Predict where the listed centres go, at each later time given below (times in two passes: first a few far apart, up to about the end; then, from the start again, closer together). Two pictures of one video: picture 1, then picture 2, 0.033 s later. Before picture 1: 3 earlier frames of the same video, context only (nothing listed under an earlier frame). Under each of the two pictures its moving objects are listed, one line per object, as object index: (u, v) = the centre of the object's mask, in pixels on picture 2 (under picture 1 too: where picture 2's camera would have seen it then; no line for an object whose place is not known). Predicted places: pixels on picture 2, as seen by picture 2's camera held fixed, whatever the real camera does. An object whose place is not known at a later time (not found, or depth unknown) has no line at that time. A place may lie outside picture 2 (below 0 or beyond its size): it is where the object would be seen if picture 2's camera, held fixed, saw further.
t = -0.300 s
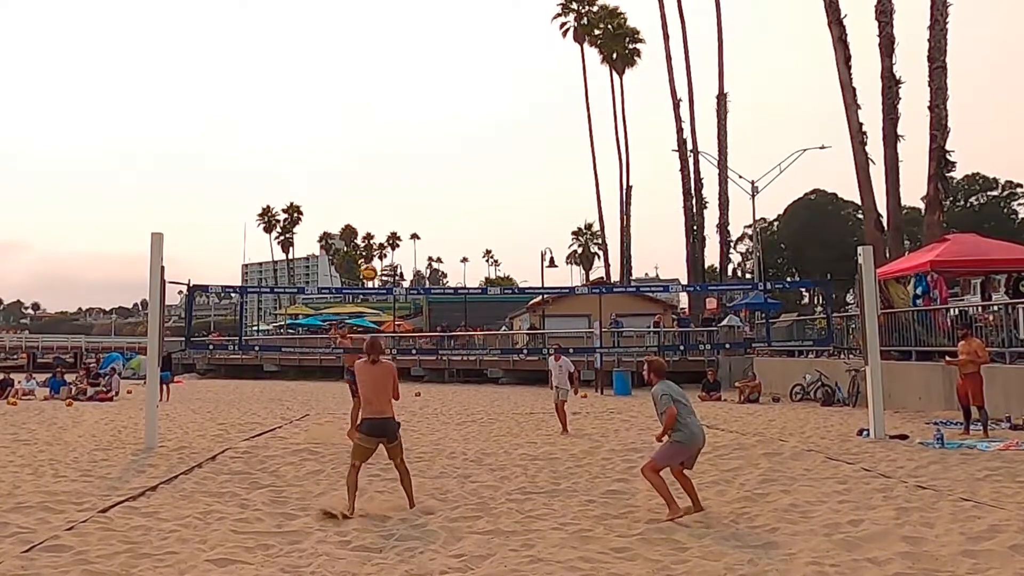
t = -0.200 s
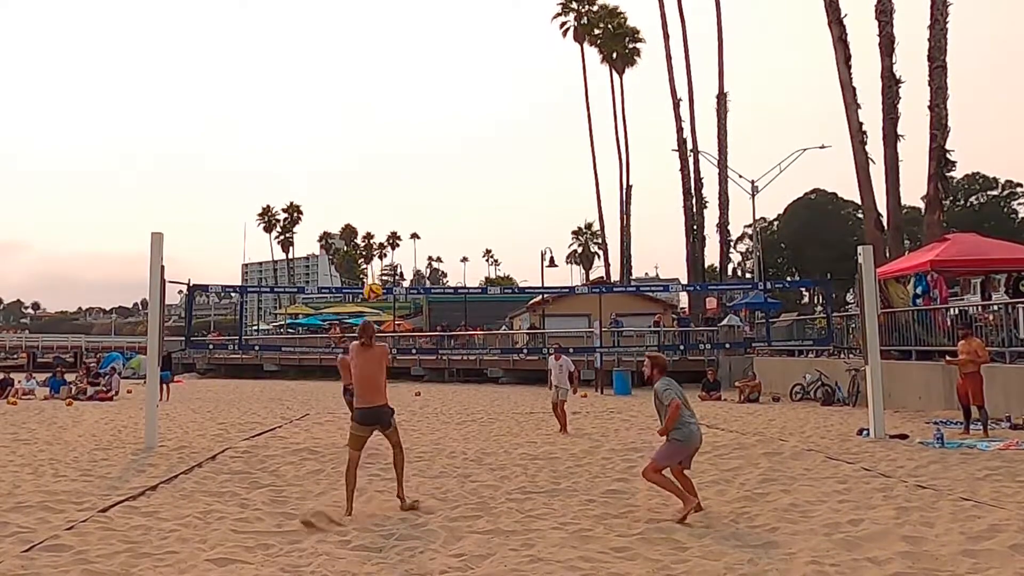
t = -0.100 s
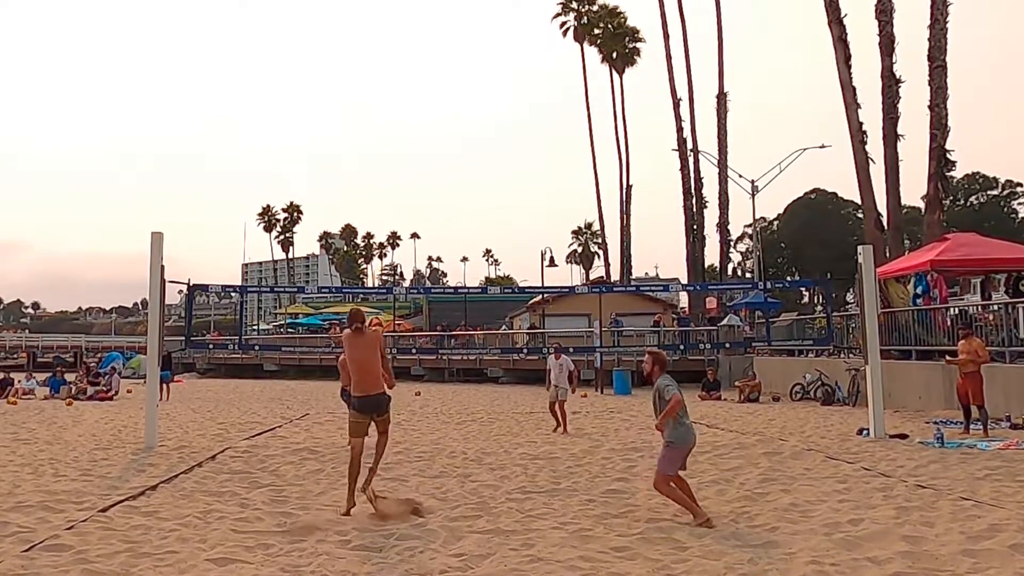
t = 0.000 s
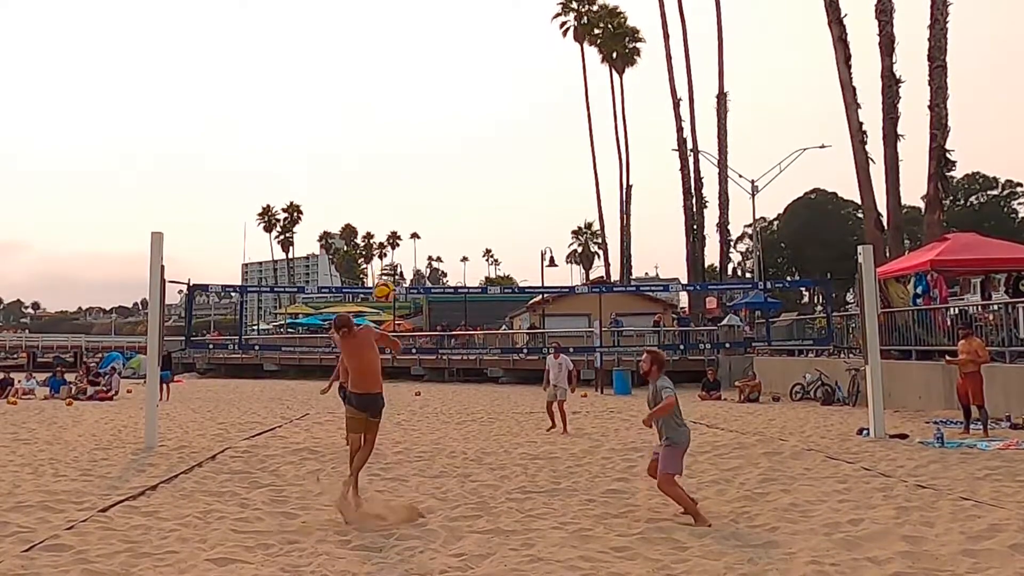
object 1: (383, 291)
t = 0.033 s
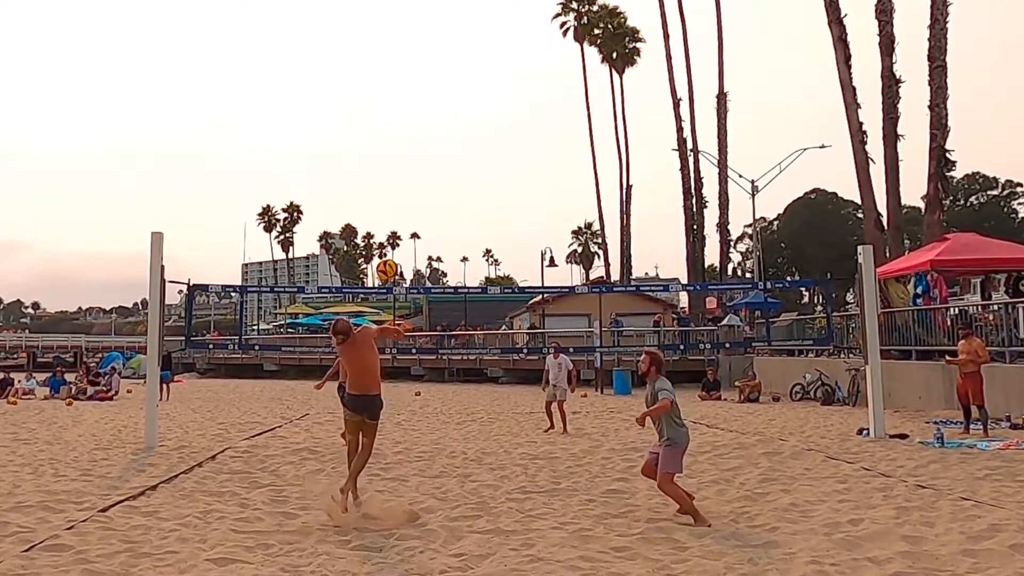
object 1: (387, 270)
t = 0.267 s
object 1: (412, 142)
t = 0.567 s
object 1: (453, 44)
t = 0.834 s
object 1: (500, 37)
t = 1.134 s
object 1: (574, 163)
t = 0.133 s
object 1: (397, 210)
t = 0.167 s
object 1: (401, 191)
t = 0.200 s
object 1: (404, 174)
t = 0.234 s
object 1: (408, 158)
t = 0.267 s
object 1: (412, 142)
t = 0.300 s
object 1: (416, 127)
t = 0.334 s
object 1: (420, 114)
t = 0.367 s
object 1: (424, 100)
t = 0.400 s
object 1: (429, 88)
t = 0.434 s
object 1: (433, 78)
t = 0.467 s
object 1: (438, 68)
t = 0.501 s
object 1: (442, 59)
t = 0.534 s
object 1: (447, 51)
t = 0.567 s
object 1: (453, 44)
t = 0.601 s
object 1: (458, 38)
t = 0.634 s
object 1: (463, 34)
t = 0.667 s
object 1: (469, 31)
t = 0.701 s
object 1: (475, 30)
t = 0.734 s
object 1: (481, 29)
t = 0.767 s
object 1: (487, 30)
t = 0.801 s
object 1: (494, 33)
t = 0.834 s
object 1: (500, 37)
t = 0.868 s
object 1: (507, 43)
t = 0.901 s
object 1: (514, 51)
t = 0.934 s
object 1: (522, 61)
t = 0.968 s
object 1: (530, 72)
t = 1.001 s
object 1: (538, 85)
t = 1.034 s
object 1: (547, 101)
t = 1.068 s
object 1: (556, 119)
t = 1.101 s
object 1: (564, 140)
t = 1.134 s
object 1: (574, 163)
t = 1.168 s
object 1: (584, 189)
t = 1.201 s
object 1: (595, 218)
